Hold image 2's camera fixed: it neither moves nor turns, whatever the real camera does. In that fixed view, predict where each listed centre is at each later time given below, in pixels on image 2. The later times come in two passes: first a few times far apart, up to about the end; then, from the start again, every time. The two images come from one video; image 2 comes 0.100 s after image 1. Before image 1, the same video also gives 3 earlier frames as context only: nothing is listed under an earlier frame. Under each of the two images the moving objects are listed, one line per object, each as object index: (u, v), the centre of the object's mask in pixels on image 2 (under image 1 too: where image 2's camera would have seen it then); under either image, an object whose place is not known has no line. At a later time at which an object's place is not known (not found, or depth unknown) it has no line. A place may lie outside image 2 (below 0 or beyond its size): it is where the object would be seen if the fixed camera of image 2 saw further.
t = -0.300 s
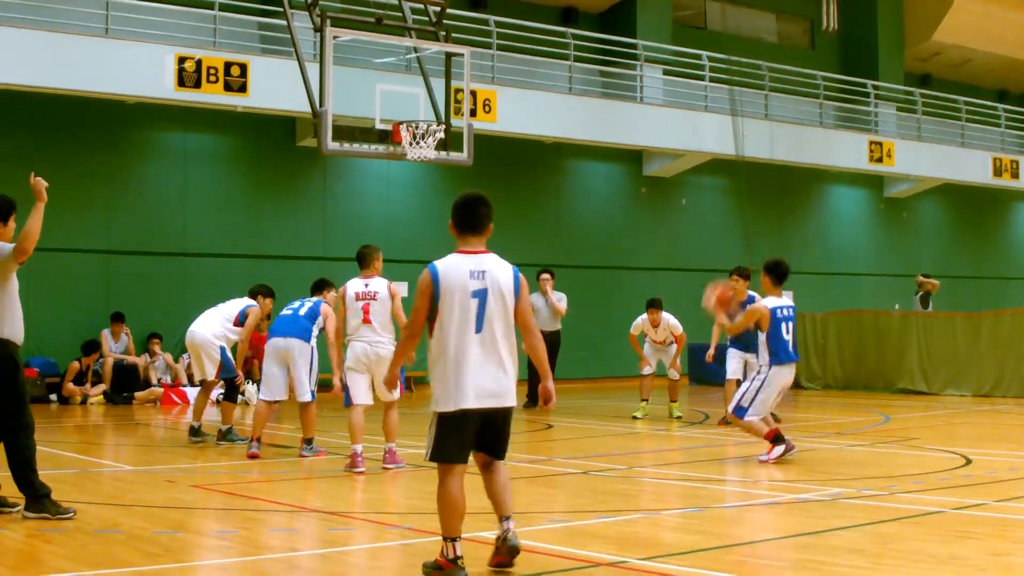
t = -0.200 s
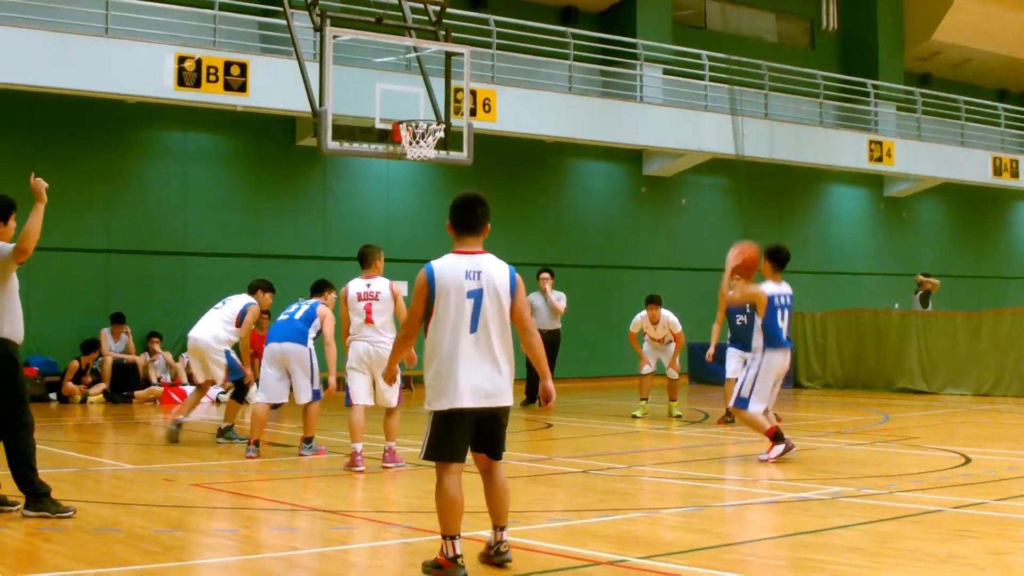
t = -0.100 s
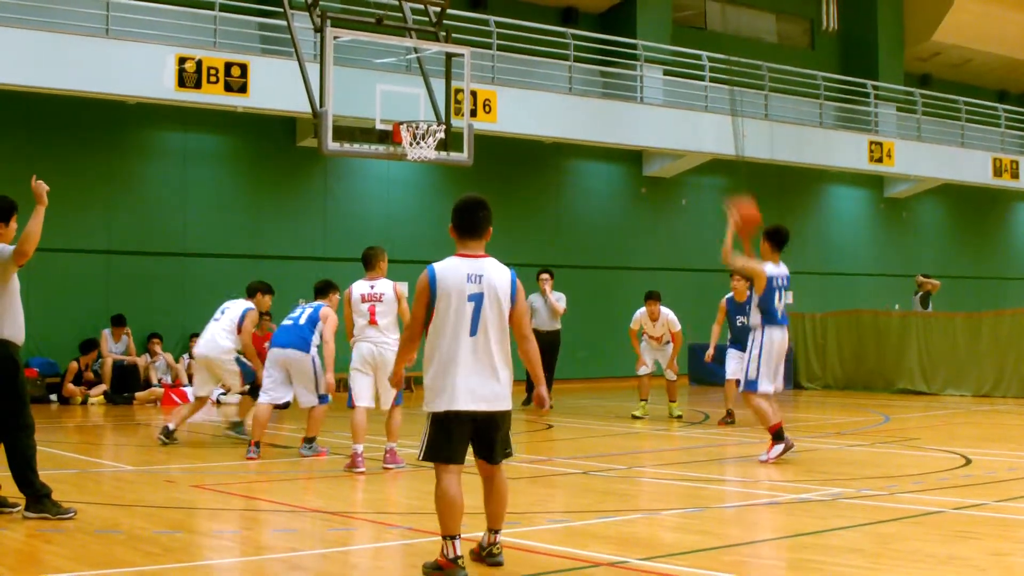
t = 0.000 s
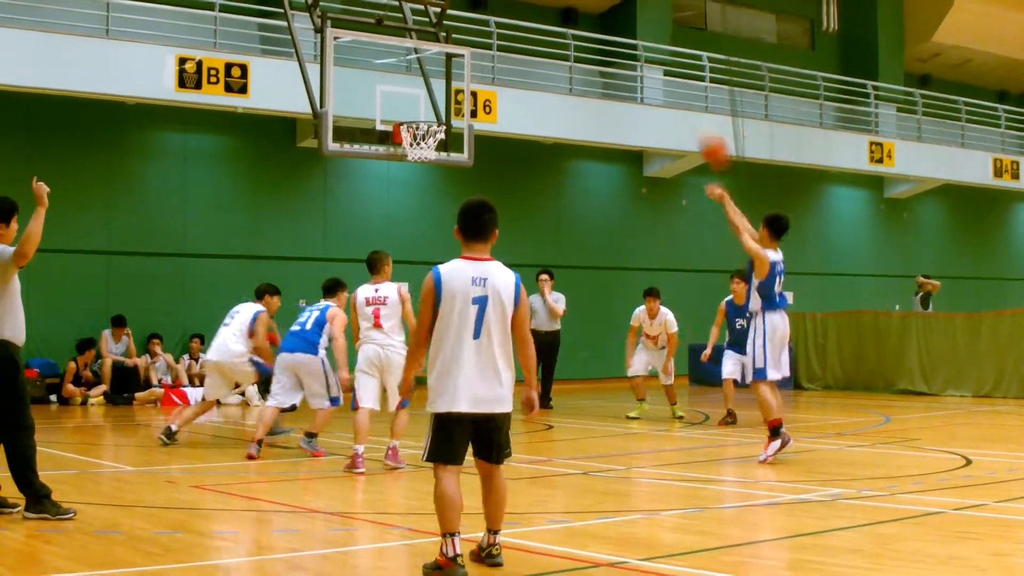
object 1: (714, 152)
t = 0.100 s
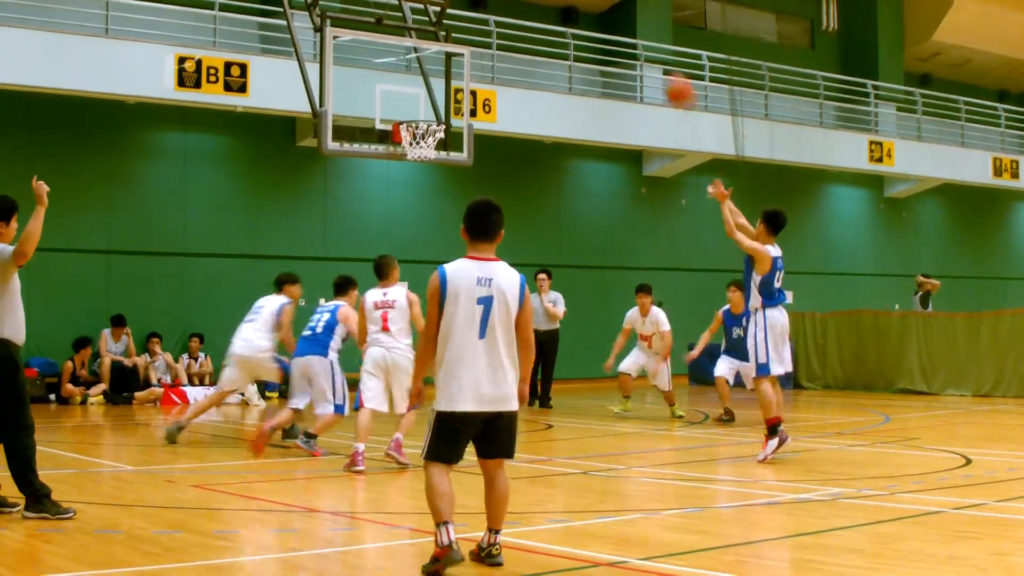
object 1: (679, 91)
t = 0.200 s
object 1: (647, 48)
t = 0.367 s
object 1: (598, 9)
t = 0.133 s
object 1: (670, 75)
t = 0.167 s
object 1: (658, 60)
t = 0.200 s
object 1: (647, 48)
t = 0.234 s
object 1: (636, 35)
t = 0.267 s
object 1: (625, 25)
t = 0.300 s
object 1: (616, 18)
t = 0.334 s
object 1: (606, 12)
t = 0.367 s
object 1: (598, 9)
